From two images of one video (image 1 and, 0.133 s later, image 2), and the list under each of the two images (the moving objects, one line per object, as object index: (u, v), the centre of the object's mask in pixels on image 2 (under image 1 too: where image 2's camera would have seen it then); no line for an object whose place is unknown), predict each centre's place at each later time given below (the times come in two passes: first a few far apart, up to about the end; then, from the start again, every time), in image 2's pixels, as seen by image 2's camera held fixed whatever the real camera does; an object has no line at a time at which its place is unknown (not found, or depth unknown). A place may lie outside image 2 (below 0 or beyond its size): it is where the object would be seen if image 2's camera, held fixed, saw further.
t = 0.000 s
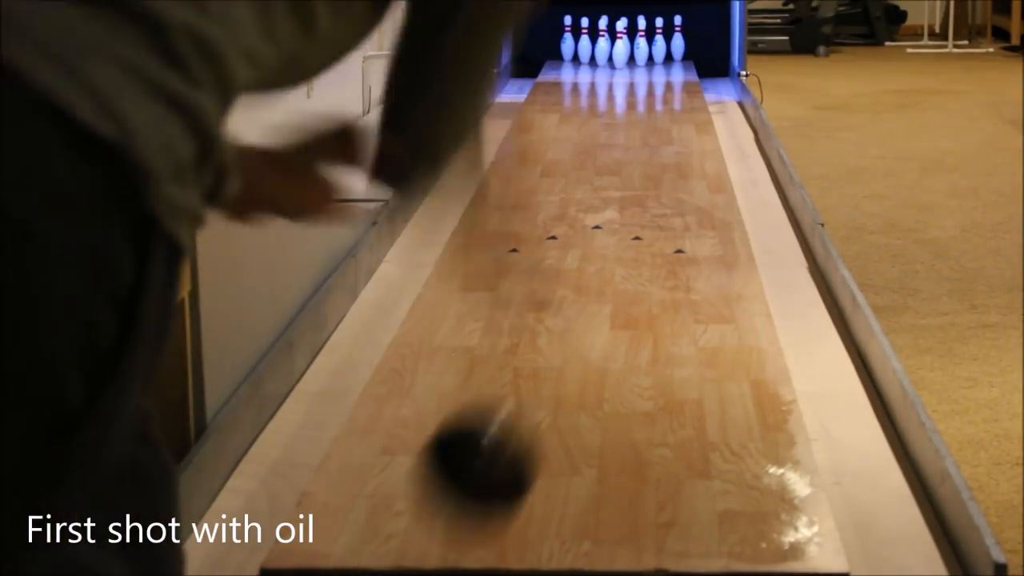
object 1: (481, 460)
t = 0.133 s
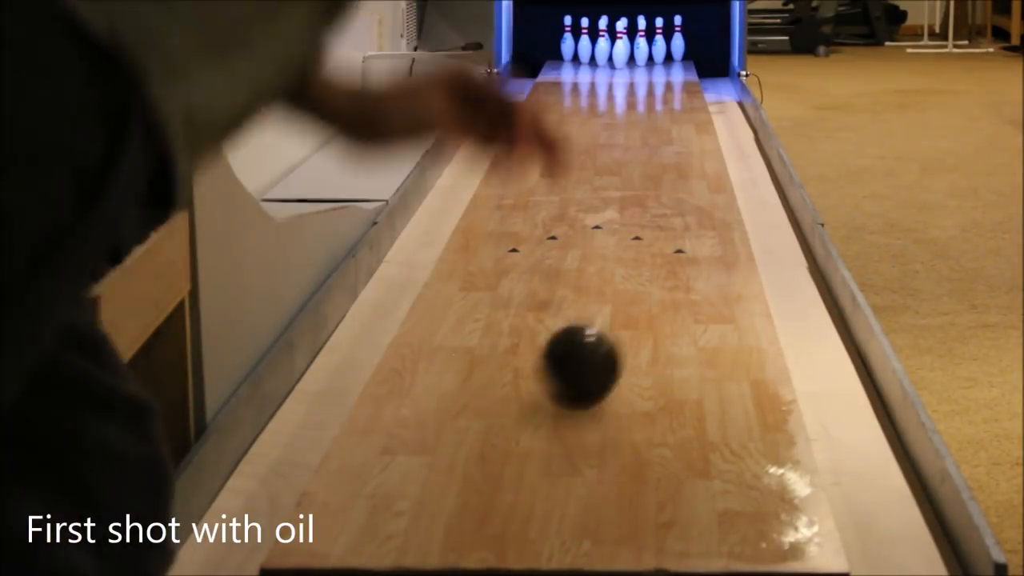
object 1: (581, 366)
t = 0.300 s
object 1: (646, 243)
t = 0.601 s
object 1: (696, 129)
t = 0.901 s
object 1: (719, 85)
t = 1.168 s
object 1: (705, 62)
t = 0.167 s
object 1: (598, 333)
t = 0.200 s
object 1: (612, 308)
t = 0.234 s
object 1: (624, 286)
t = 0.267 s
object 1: (635, 263)
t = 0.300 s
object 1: (646, 243)
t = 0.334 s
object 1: (654, 225)
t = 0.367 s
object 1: (662, 209)
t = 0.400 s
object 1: (668, 194)
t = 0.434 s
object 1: (675, 182)
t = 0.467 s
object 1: (680, 170)
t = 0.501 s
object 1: (685, 158)
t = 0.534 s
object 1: (689, 148)
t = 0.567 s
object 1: (693, 137)
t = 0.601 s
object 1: (696, 129)
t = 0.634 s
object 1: (699, 121)
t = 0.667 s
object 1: (702, 112)
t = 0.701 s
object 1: (705, 105)
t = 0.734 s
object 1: (707, 99)
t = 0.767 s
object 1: (709, 92)
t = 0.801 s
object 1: (711, 88)
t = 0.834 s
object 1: (714, 84)
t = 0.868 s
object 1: (717, 83)
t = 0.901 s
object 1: (719, 85)
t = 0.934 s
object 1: (721, 88)
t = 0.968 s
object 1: (722, 83)
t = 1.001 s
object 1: (720, 79)
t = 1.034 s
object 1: (718, 74)
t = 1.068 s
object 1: (715, 71)
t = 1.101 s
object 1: (712, 68)
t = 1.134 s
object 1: (707, 65)
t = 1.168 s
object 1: (705, 62)
